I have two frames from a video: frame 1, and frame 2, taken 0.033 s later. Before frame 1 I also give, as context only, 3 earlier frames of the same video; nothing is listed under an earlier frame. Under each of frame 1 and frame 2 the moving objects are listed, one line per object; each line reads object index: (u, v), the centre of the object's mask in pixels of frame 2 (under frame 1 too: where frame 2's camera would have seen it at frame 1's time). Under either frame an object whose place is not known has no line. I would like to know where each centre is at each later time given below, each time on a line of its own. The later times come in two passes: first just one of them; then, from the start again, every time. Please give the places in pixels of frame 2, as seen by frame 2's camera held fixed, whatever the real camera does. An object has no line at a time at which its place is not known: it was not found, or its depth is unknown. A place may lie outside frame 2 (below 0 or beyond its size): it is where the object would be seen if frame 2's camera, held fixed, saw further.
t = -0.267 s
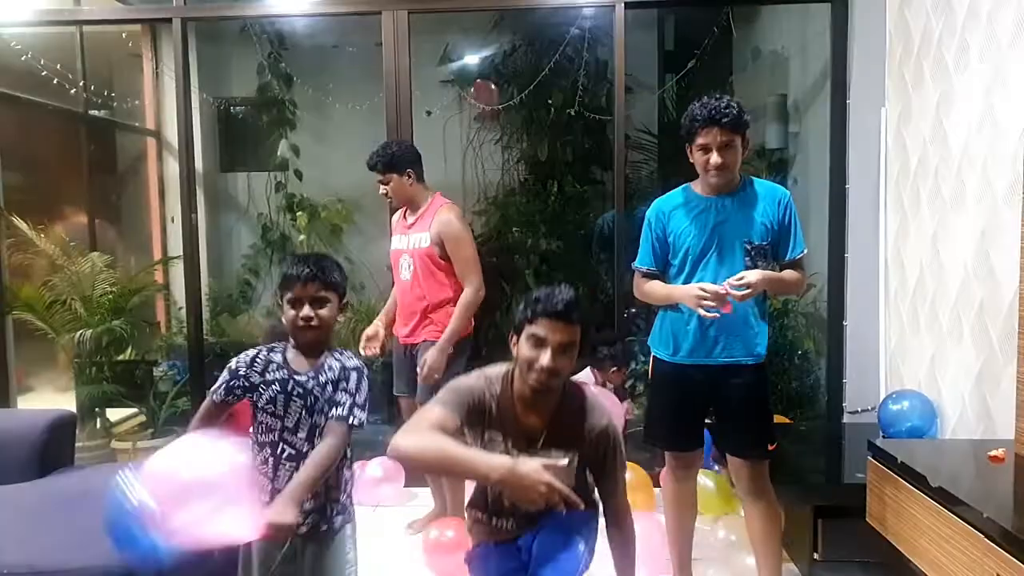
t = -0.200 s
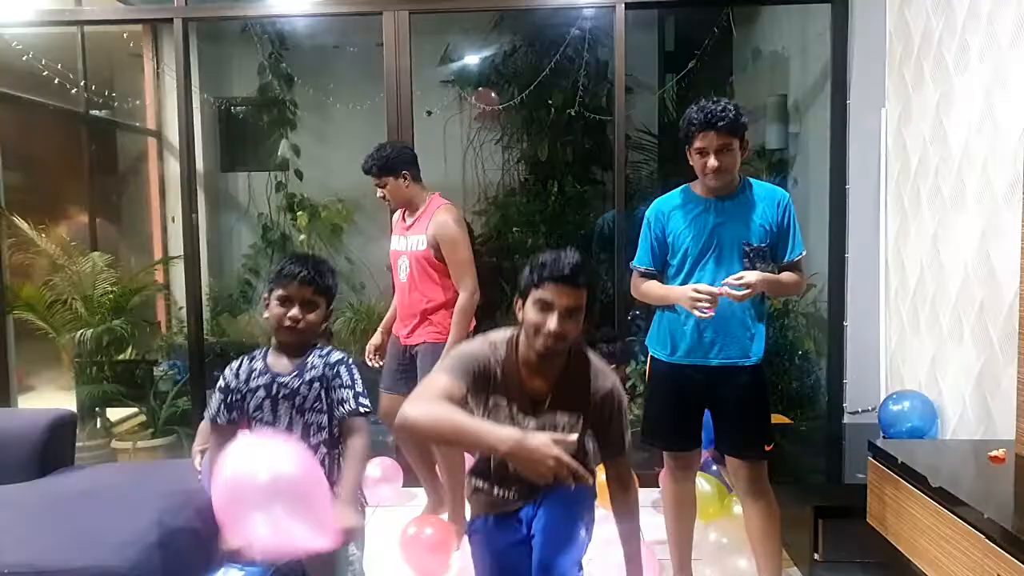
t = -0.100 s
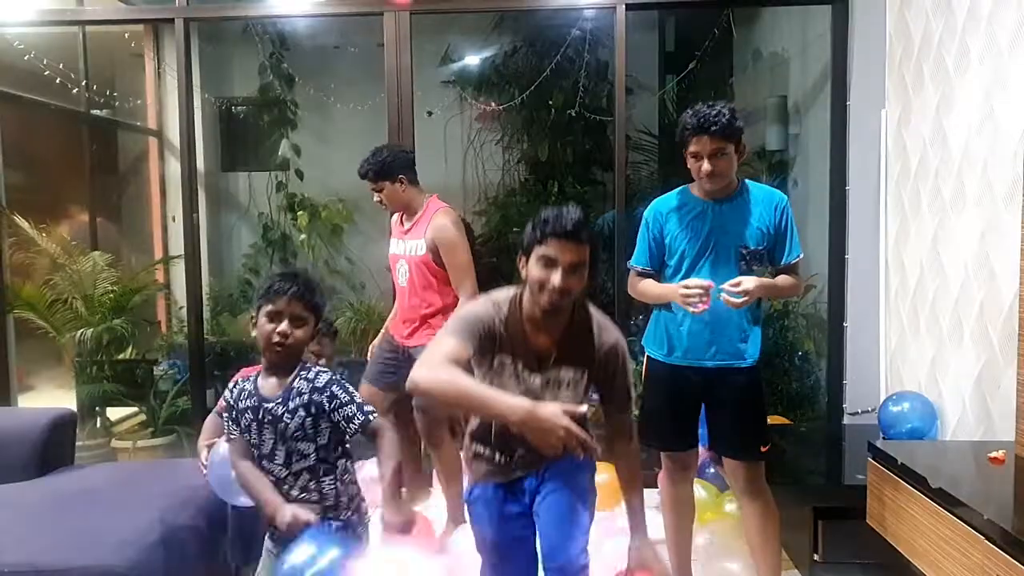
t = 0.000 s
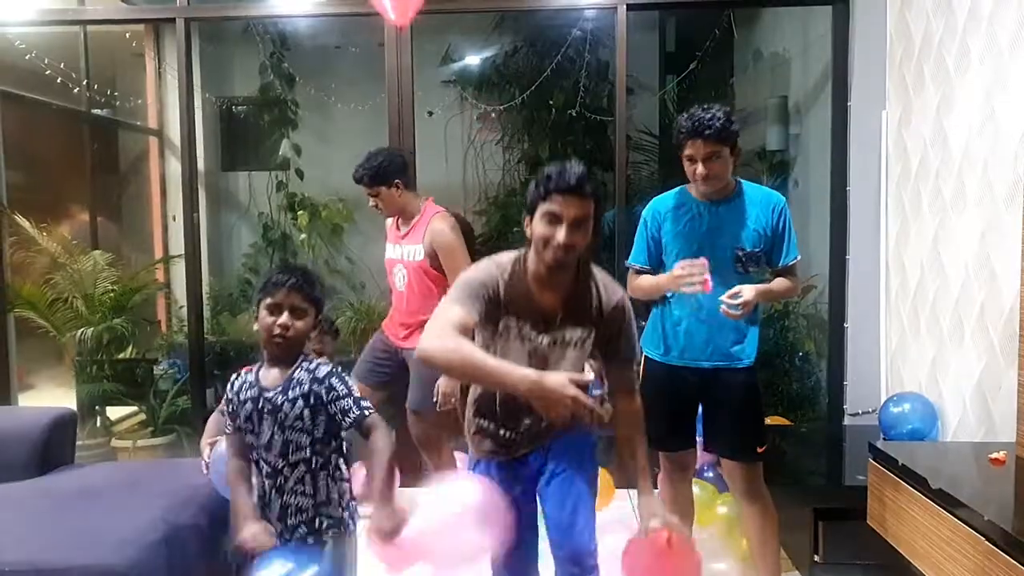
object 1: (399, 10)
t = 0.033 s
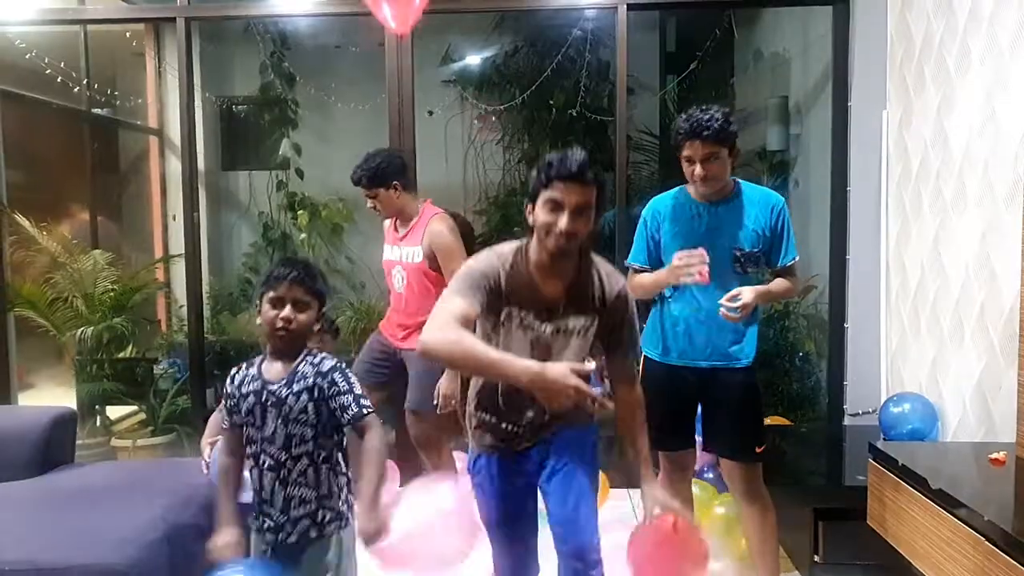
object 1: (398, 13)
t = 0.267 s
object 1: (392, 49)
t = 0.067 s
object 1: (396, 17)
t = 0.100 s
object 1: (395, 21)
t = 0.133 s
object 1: (394, 25)
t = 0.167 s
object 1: (393, 30)
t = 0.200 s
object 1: (393, 35)
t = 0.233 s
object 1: (392, 41)
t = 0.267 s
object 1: (392, 49)
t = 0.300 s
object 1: (392, 60)
